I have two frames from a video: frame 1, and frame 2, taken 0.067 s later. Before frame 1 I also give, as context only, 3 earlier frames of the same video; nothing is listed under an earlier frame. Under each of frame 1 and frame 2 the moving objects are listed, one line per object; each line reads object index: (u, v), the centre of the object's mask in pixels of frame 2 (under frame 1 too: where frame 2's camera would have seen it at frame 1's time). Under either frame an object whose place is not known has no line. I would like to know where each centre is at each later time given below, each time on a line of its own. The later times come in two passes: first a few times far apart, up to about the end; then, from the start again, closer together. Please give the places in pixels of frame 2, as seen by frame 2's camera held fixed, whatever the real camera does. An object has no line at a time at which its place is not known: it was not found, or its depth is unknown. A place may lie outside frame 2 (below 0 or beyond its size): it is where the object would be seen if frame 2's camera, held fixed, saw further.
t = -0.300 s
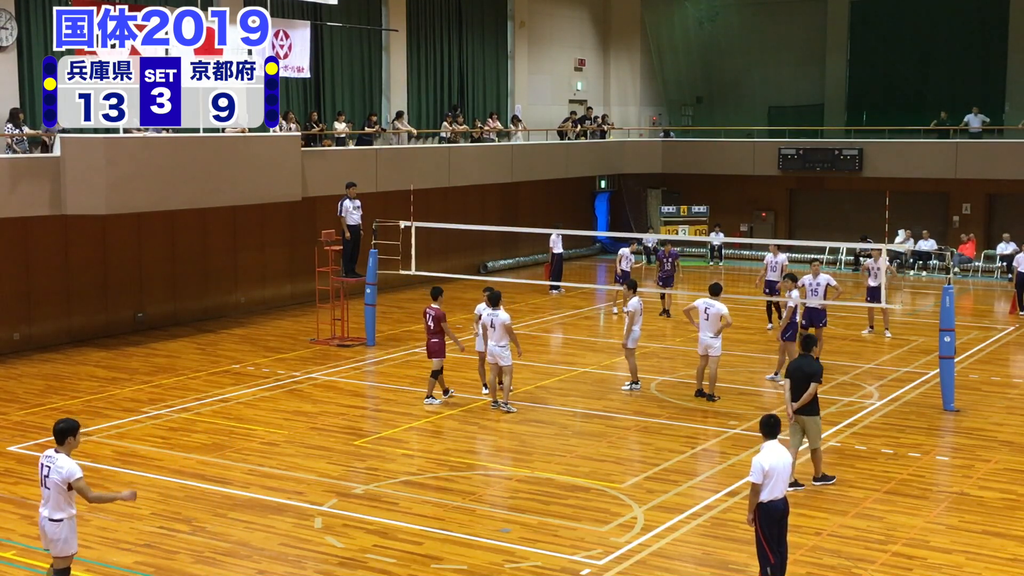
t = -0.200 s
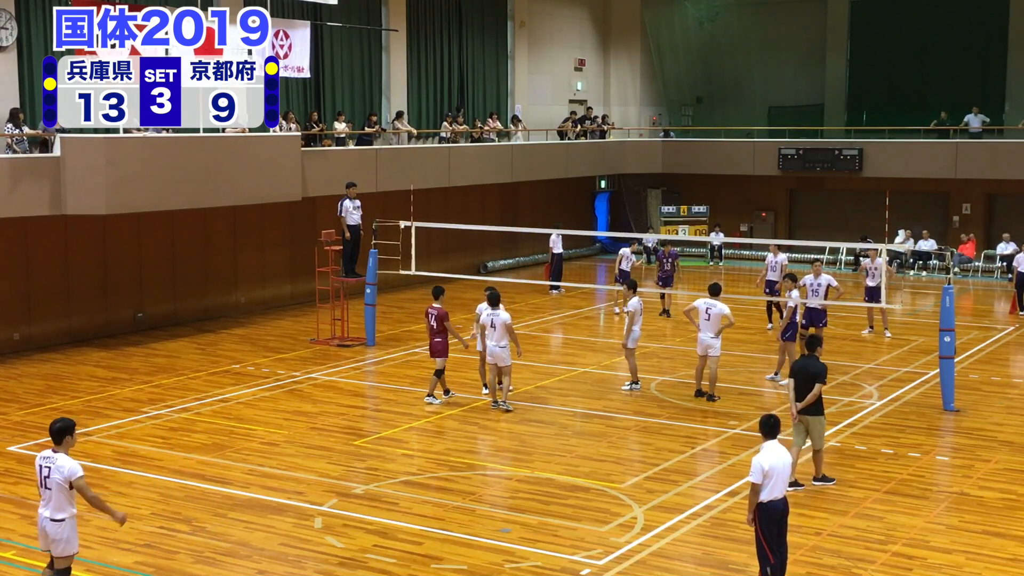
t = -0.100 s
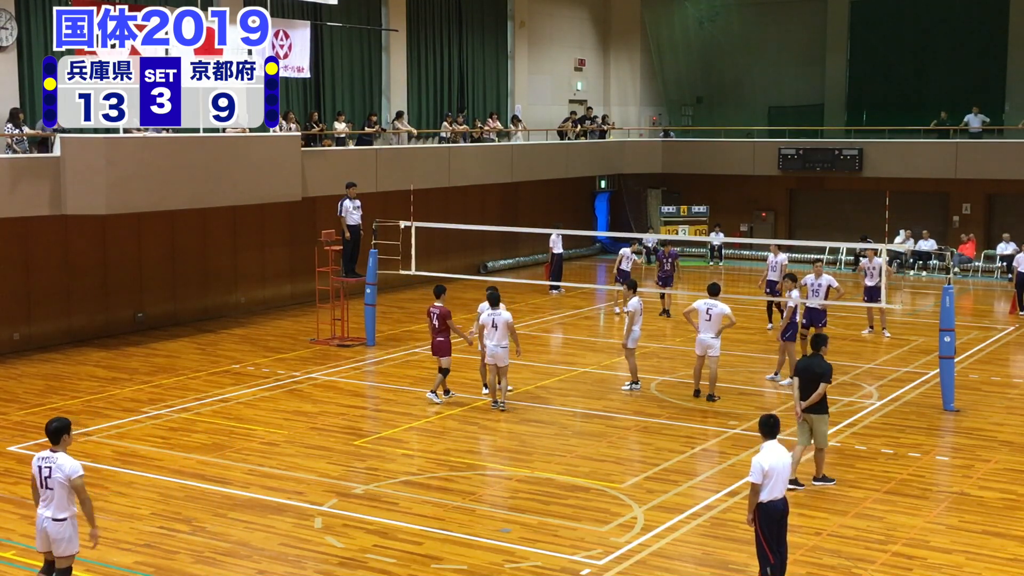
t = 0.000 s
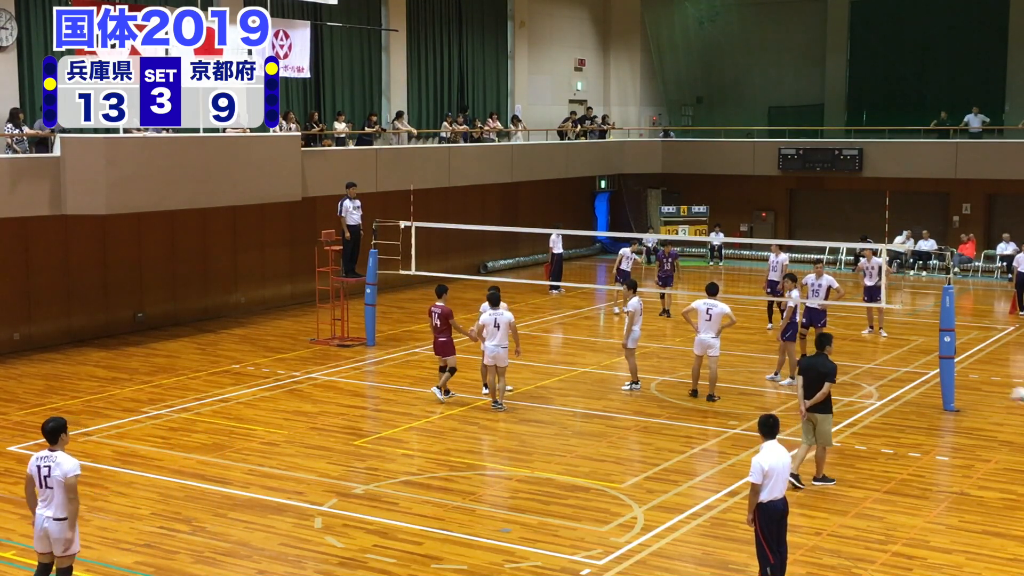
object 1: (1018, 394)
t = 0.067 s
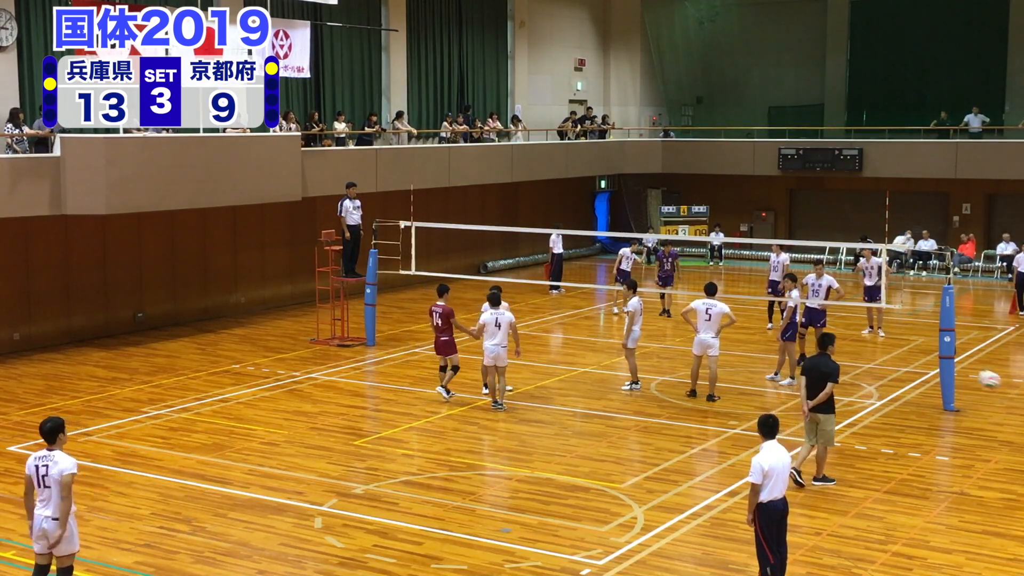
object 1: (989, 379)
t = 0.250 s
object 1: (892, 351)
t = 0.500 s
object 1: (753, 360)
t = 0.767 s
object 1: (599, 432)
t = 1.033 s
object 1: (446, 543)
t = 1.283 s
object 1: (328, 481)
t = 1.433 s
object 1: (255, 474)
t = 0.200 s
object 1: (919, 356)
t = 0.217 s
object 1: (911, 354)
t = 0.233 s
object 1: (901, 352)
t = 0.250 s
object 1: (892, 351)
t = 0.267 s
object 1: (883, 350)
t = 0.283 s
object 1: (873, 349)
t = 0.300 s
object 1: (864, 348)
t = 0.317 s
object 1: (855, 348)
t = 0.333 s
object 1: (846, 348)
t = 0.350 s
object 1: (838, 348)
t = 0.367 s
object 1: (829, 349)
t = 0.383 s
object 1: (818, 348)
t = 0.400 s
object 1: (808, 350)
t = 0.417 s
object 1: (800, 351)
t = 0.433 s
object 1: (790, 352)
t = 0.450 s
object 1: (781, 353)
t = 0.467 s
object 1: (772, 355)
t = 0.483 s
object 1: (762, 358)
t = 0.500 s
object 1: (753, 360)
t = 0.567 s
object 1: (715, 371)
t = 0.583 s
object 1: (706, 375)
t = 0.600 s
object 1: (695, 378)
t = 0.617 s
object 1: (685, 383)
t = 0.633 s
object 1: (677, 388)
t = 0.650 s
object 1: (667, 392)
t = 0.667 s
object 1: (657, 397)
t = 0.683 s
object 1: (648, 402)
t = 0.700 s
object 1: (638, 407)
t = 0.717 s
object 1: (628, 414)
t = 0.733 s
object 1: (619, 419)
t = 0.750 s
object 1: (609, 426)
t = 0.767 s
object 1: (599, 432)
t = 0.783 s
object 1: (590, 439)
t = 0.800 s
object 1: (580, 447)
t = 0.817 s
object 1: (570, 454)
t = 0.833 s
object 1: (560, 462)
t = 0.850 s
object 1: (550, 469)
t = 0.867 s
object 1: (540, 477)
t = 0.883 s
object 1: (531, 486)
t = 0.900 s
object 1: (520, 495)
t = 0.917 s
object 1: (511, 504)
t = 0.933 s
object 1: (501, 514)
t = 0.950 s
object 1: (492, 524)
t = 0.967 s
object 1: (481, 534)
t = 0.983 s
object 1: (470, 545)
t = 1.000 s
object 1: (462, 554)
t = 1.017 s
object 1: (453, 550)
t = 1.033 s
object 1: (446, 543)
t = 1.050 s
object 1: (439, 538)
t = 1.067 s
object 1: (430, 531)
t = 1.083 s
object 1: (423, 525)
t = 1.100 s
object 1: (414, 520)
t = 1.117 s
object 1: (407, 515)
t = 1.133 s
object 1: (399, 511)
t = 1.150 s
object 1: (391, 507)
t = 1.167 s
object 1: (384, 502)
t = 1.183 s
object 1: (376, 498)
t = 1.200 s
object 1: (368, 495)
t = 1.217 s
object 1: (361, 491)
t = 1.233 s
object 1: (352, 488)
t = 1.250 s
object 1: (345, 485)
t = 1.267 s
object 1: (336, 483)
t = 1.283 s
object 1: (328, 481)
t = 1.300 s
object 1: (320, 479)
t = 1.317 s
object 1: (312, 477)
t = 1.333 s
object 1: (304, 476)
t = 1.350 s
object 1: (296, 475)
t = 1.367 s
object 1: (287, 473)
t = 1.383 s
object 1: (279, 473)
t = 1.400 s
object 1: (271, 473)
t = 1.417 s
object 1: (263, 473)
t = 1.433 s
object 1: (255, 474)
